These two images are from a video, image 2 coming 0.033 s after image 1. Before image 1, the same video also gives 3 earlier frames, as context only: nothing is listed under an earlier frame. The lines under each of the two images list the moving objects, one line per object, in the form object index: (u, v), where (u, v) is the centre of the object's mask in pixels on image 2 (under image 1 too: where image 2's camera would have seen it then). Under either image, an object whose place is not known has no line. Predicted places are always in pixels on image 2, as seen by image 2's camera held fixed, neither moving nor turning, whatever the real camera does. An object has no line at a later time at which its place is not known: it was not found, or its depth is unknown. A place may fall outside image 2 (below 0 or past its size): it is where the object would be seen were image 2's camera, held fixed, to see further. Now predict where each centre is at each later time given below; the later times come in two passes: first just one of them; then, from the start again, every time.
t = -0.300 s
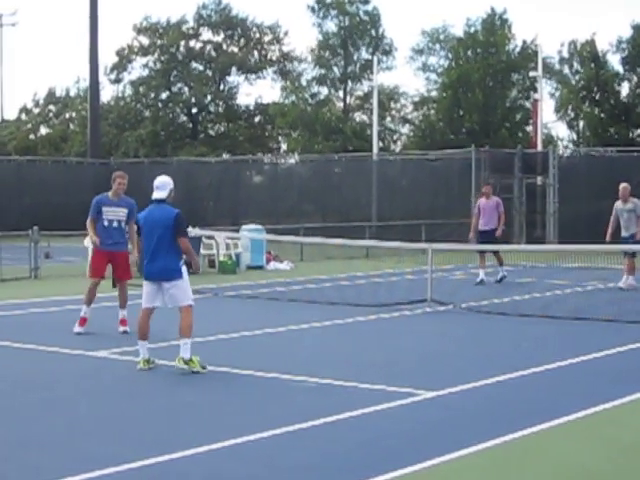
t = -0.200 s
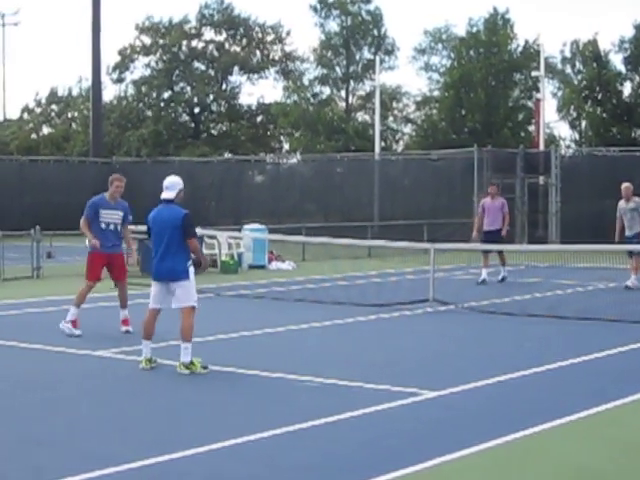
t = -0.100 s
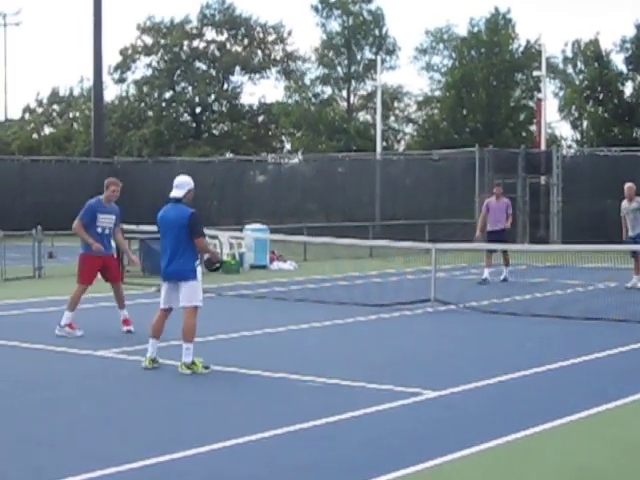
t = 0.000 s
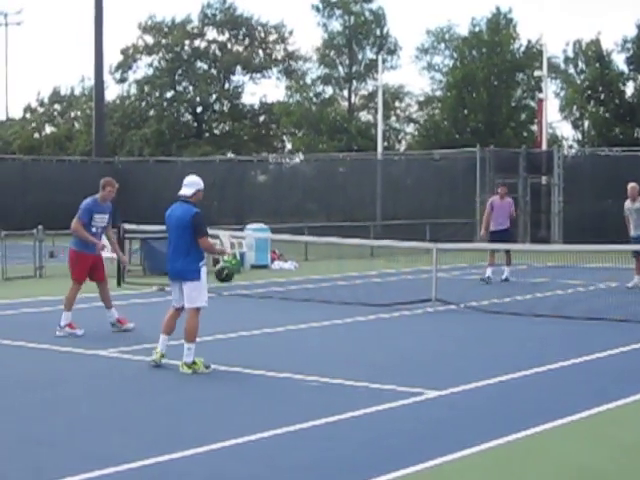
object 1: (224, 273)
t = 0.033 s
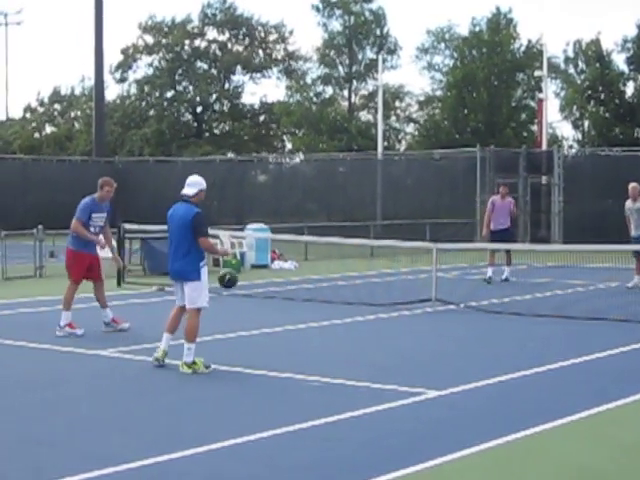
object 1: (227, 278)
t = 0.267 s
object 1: (249, 352)
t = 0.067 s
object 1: (231, 286)
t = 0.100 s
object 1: (233, 294)
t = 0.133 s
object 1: (237, 303)
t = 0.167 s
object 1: (240, 313)
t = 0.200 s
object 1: (243, 325)
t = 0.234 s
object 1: (246, 338)
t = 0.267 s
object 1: (249, 352)
